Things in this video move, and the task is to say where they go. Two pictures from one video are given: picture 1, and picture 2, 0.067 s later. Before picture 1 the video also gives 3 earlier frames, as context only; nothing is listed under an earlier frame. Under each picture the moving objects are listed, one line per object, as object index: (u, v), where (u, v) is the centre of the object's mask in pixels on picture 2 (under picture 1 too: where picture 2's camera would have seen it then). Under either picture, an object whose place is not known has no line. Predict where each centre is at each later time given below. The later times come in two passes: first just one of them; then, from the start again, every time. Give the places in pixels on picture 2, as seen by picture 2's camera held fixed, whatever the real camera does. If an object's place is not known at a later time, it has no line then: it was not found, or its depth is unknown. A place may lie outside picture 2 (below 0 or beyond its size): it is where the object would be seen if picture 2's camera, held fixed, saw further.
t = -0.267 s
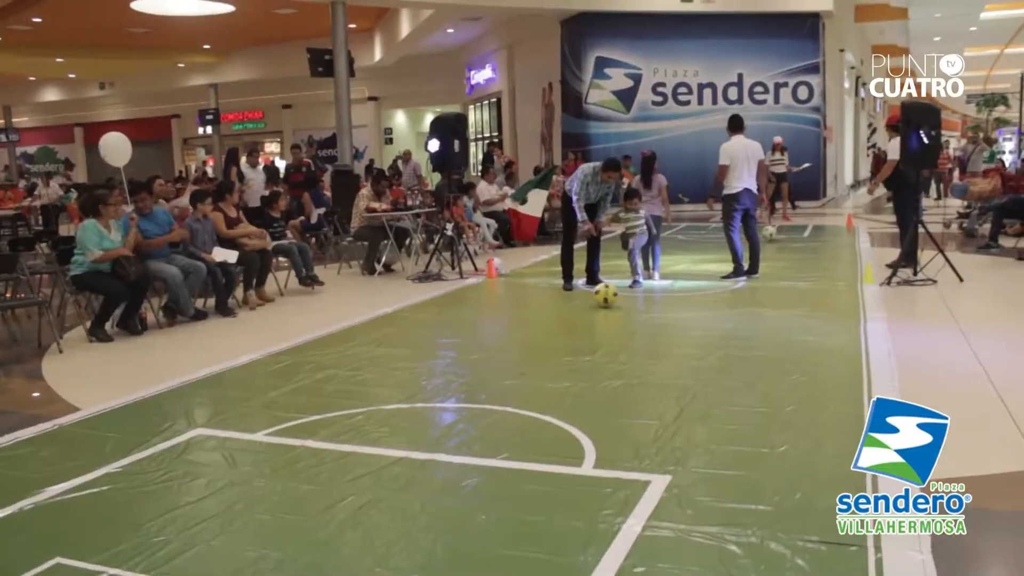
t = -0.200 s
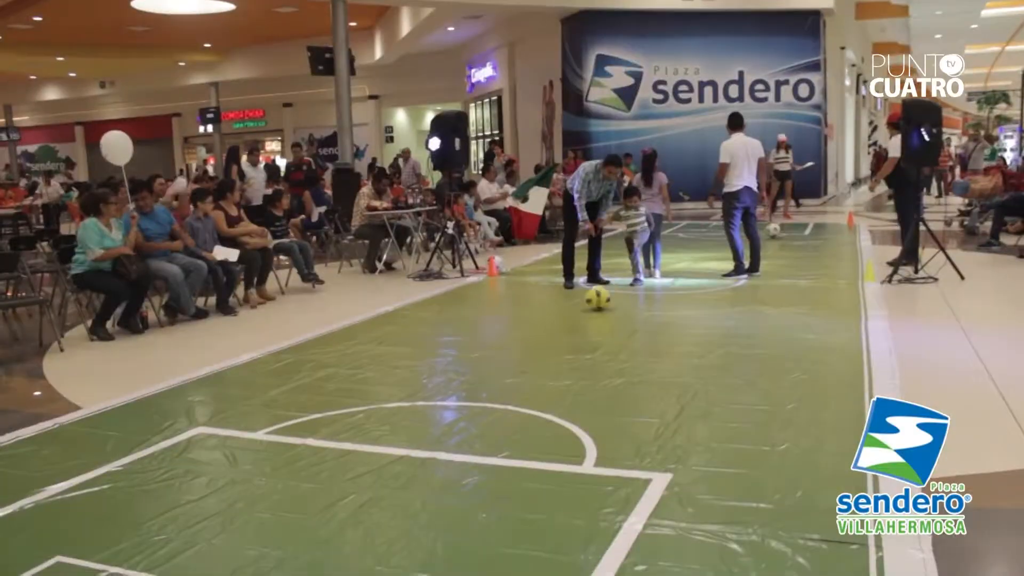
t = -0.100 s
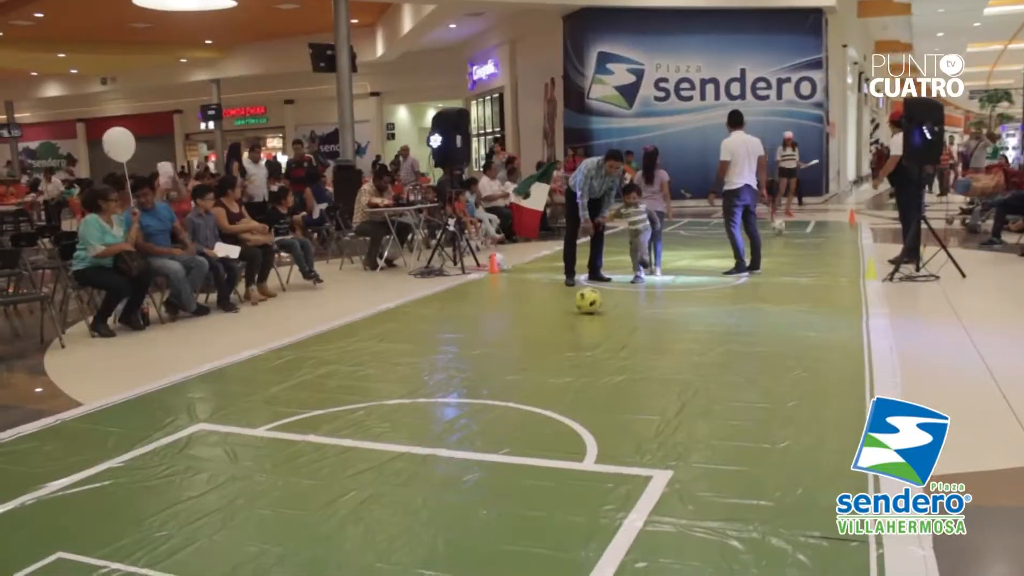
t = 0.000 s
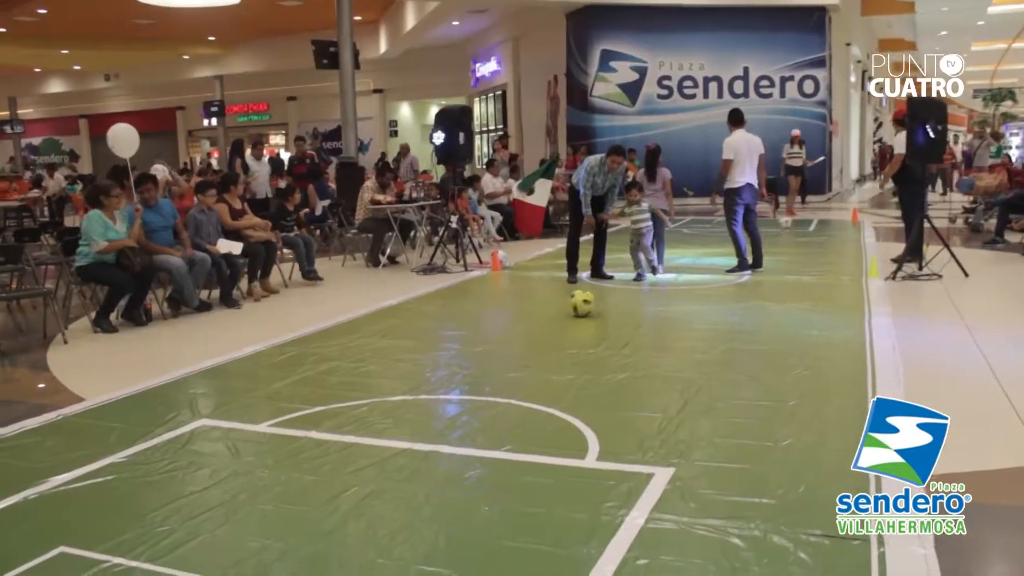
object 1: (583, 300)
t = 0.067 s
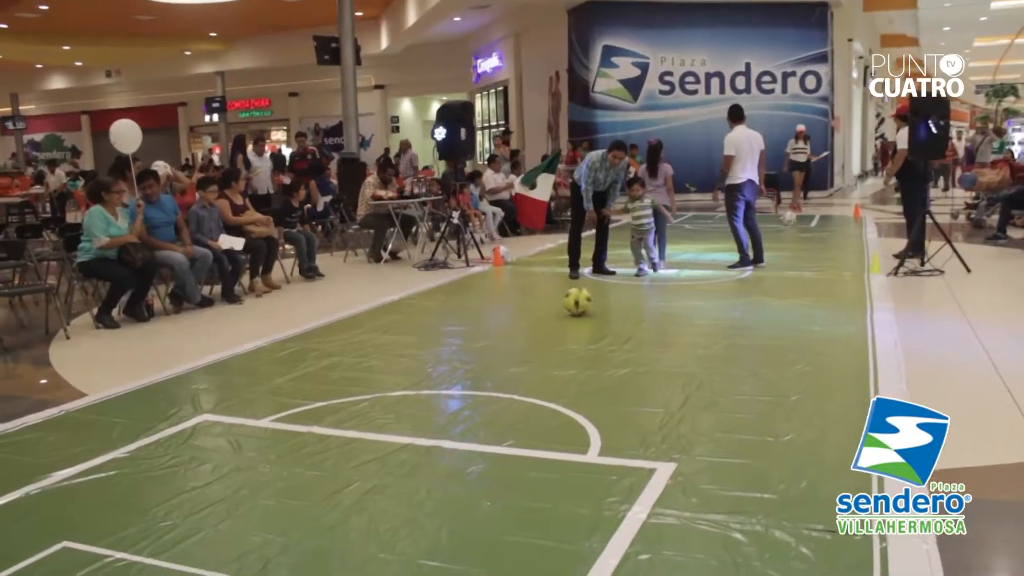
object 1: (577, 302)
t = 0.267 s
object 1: (560, 311)
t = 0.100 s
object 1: (574, 303)
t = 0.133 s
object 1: (571, 305)
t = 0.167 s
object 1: (568, 306)
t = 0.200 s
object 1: (566, 307)
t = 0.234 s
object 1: (562, 309)
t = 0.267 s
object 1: (560, 311)
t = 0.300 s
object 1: (557, 312)
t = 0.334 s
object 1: (554, 314)
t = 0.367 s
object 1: (551, 315)
